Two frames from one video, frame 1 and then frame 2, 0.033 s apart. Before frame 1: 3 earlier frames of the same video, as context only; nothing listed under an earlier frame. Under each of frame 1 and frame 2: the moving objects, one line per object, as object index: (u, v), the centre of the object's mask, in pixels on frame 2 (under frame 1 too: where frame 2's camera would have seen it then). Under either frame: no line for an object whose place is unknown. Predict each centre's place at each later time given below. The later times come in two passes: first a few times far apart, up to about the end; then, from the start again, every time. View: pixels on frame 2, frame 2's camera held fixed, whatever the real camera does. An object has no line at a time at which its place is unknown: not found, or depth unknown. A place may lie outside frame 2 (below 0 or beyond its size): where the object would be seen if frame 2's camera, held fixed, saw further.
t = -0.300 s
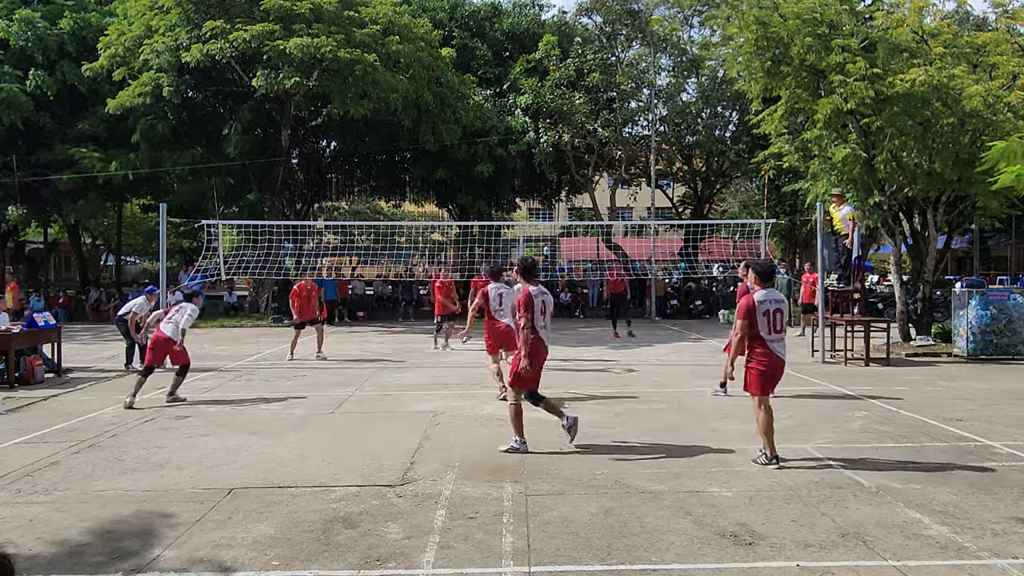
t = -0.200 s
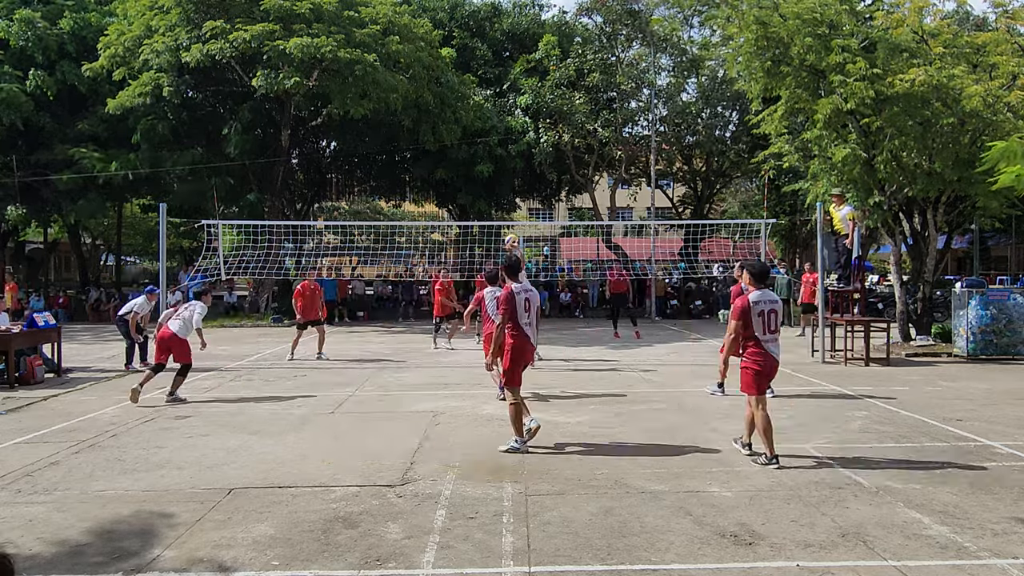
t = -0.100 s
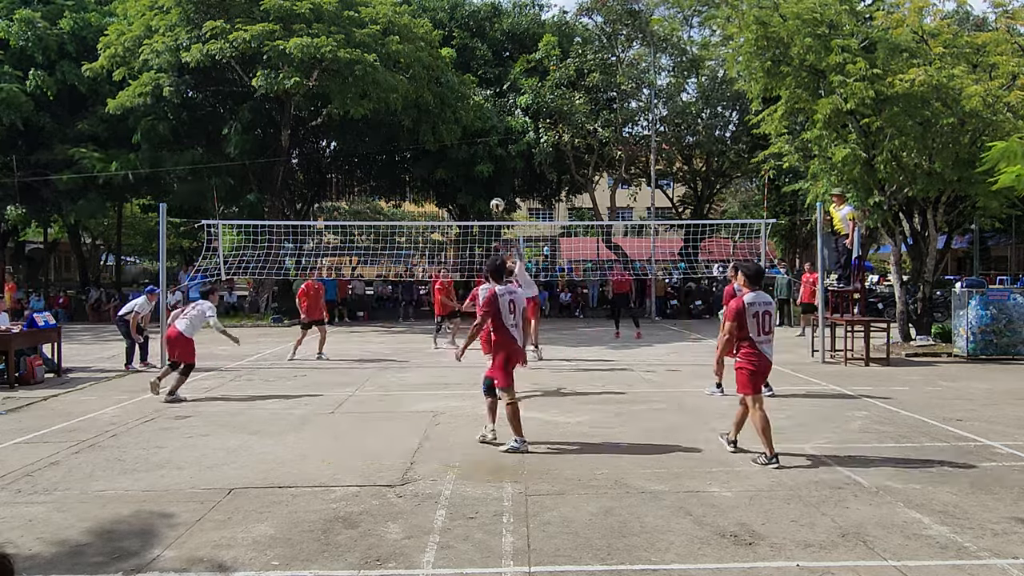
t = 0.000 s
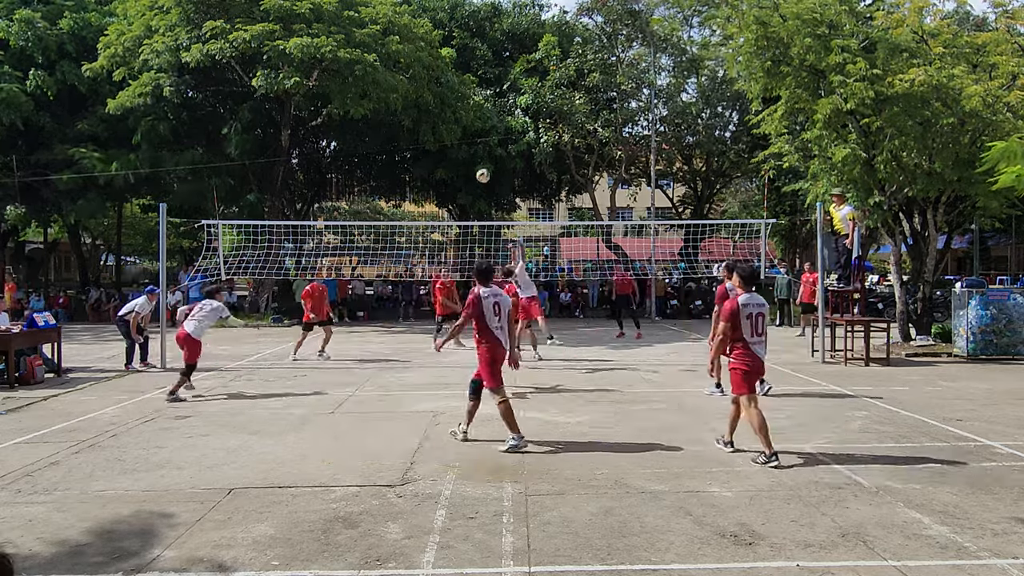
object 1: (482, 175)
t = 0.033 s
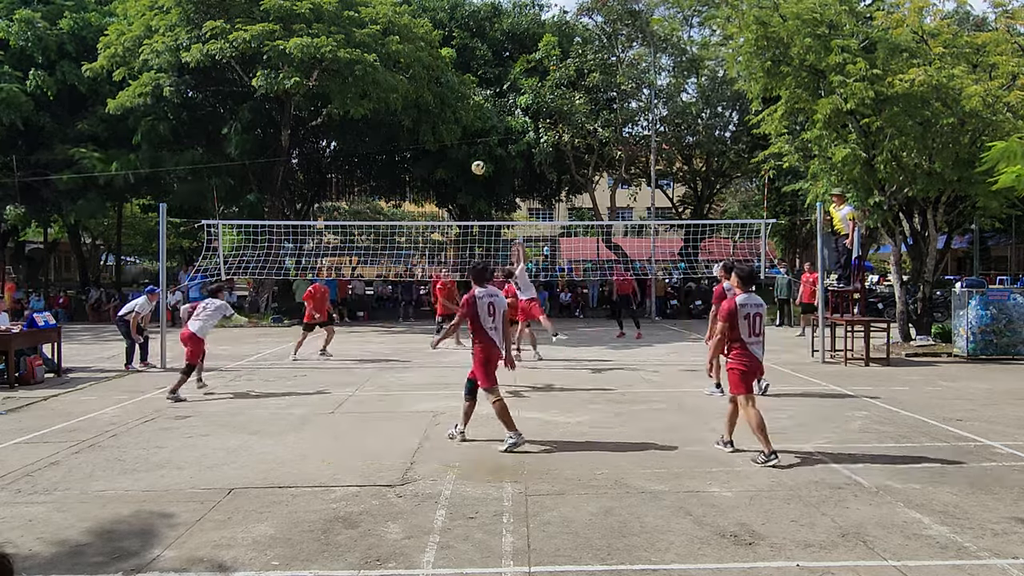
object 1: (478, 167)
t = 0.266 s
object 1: (445, 129)
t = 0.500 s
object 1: (416, 124)
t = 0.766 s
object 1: (383, 158)
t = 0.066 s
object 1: (473, 159)
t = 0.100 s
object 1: (468, 153)
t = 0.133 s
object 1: (464, 147)
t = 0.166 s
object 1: (459, 141)
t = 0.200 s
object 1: (454, 136)
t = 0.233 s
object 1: (449, 132)
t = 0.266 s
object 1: (445, 129)
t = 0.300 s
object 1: (441, 126)
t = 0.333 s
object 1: (436, 124)
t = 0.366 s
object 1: (433, 123)
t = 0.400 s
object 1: (428, 122)
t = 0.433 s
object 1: (424, 122)
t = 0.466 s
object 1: (420, 123)
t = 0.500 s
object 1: (416, 124)
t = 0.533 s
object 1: (411, 126)
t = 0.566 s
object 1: (407, 128)
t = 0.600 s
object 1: (403, 132)
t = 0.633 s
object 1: (399, 136)
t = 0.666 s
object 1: (395, 141)
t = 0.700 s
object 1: (391, 146)
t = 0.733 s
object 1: (387, 151)
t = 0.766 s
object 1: (383, 158)
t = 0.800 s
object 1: (379, 164)
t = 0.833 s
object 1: (375, 172)
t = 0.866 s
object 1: (372, 180)
